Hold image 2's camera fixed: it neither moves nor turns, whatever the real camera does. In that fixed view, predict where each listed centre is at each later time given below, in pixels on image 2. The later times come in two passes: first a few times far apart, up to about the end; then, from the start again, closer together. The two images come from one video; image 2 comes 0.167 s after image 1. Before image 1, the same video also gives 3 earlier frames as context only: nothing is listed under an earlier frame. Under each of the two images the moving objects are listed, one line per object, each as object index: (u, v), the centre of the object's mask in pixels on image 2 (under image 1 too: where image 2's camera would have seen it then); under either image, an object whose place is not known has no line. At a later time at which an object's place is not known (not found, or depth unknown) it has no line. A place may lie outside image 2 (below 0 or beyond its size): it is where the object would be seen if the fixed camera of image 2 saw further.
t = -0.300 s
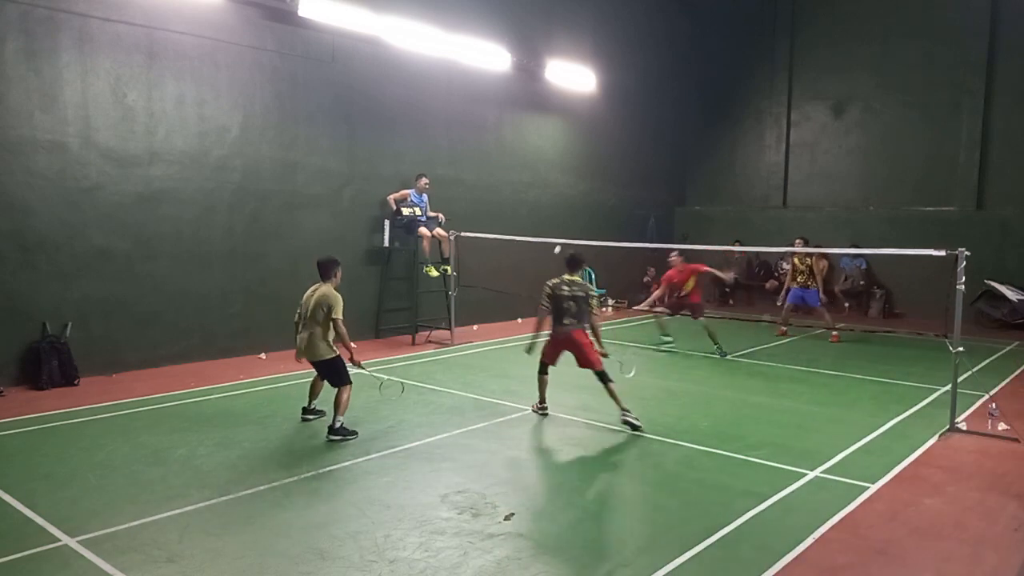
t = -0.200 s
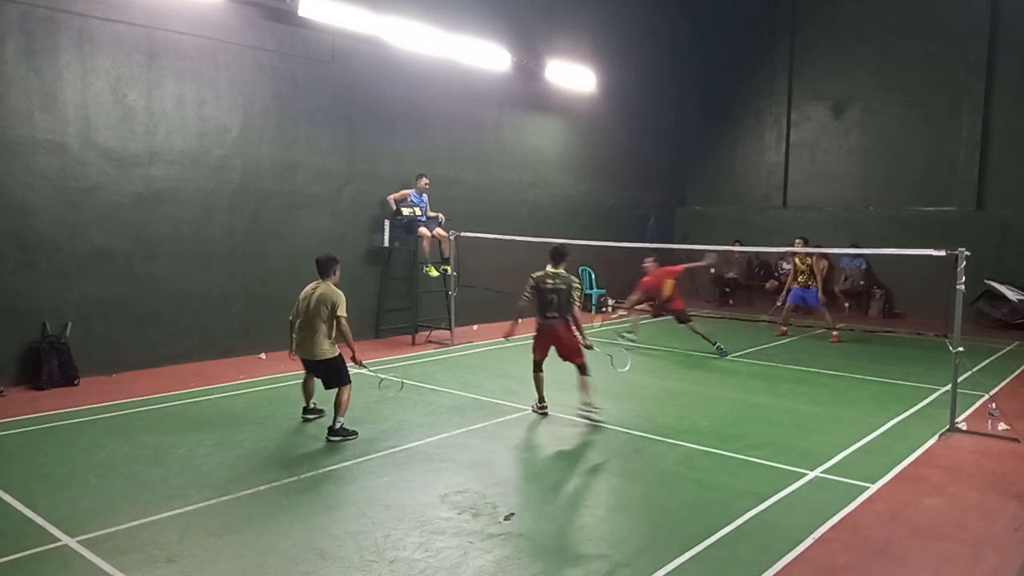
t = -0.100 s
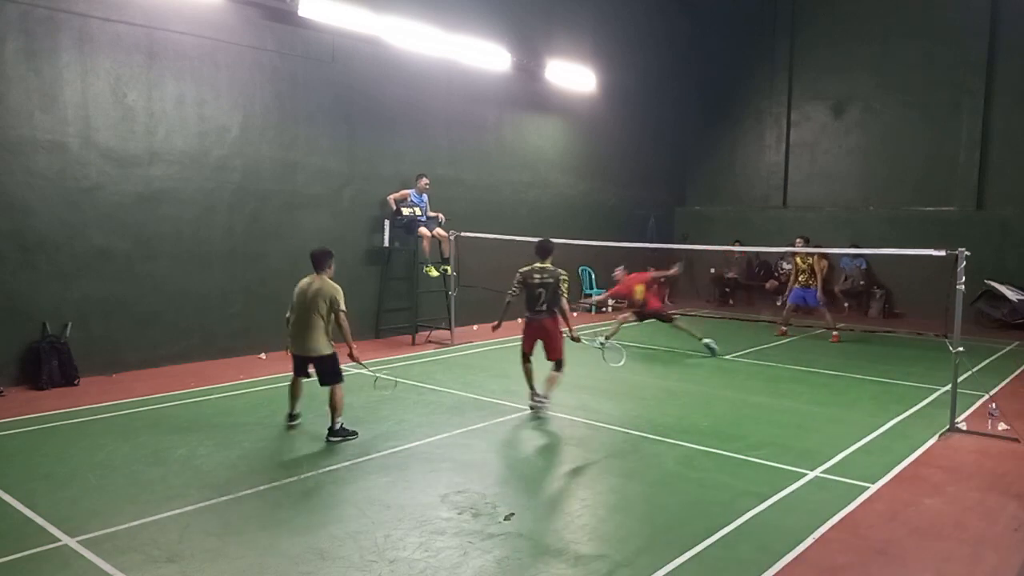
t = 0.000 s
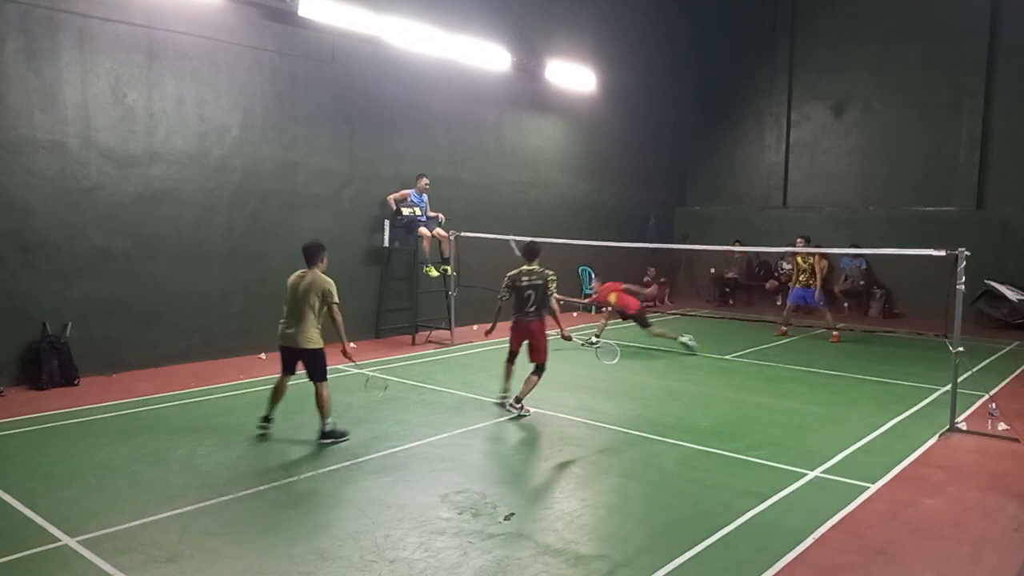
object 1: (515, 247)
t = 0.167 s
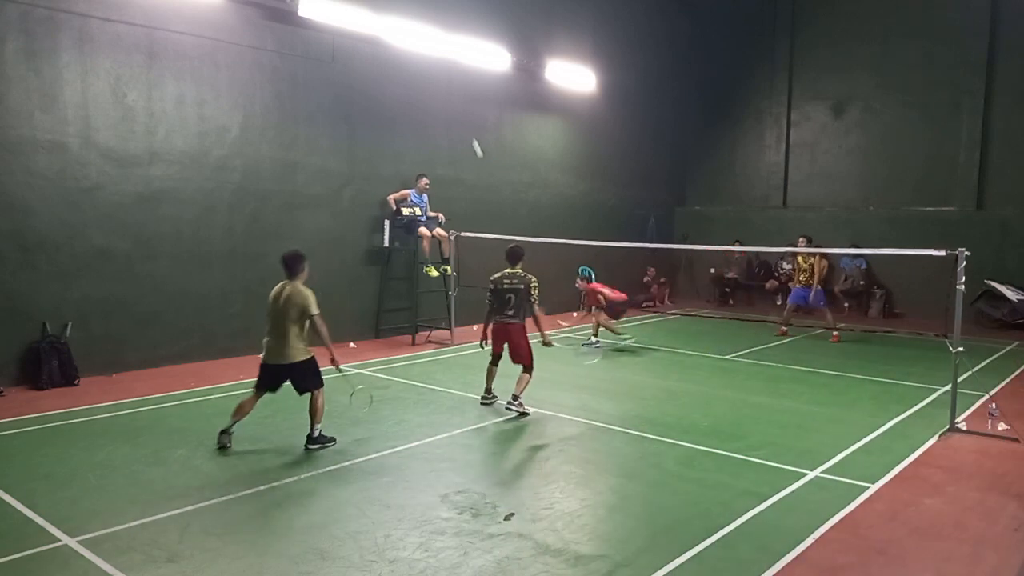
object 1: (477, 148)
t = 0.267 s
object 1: (456, 104)
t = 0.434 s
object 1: (422, 55)
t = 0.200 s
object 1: (471, 133)
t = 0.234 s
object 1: (464, 118)
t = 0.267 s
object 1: (456, 104)
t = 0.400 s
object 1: (428, 62)
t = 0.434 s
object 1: (422, 55)
